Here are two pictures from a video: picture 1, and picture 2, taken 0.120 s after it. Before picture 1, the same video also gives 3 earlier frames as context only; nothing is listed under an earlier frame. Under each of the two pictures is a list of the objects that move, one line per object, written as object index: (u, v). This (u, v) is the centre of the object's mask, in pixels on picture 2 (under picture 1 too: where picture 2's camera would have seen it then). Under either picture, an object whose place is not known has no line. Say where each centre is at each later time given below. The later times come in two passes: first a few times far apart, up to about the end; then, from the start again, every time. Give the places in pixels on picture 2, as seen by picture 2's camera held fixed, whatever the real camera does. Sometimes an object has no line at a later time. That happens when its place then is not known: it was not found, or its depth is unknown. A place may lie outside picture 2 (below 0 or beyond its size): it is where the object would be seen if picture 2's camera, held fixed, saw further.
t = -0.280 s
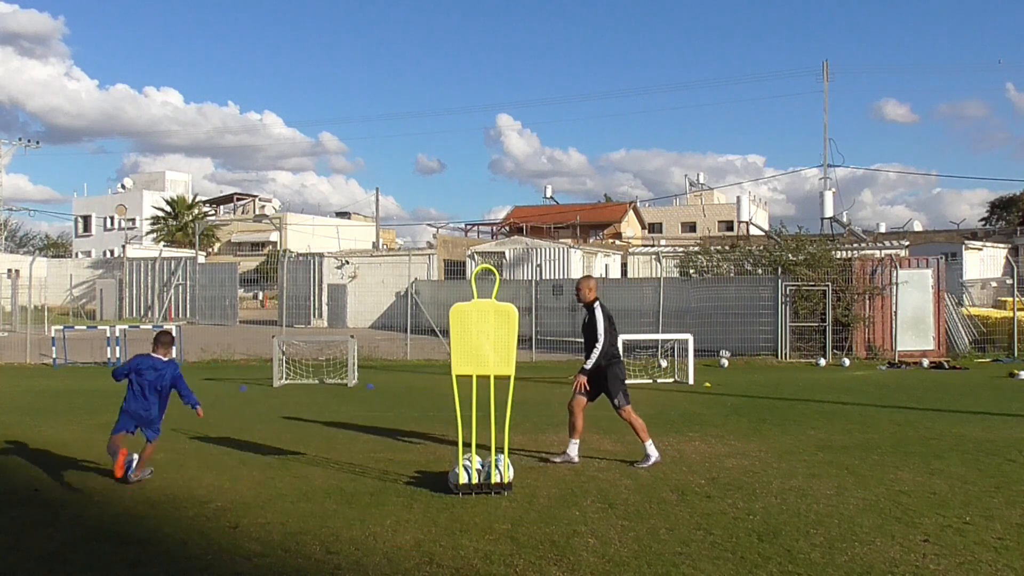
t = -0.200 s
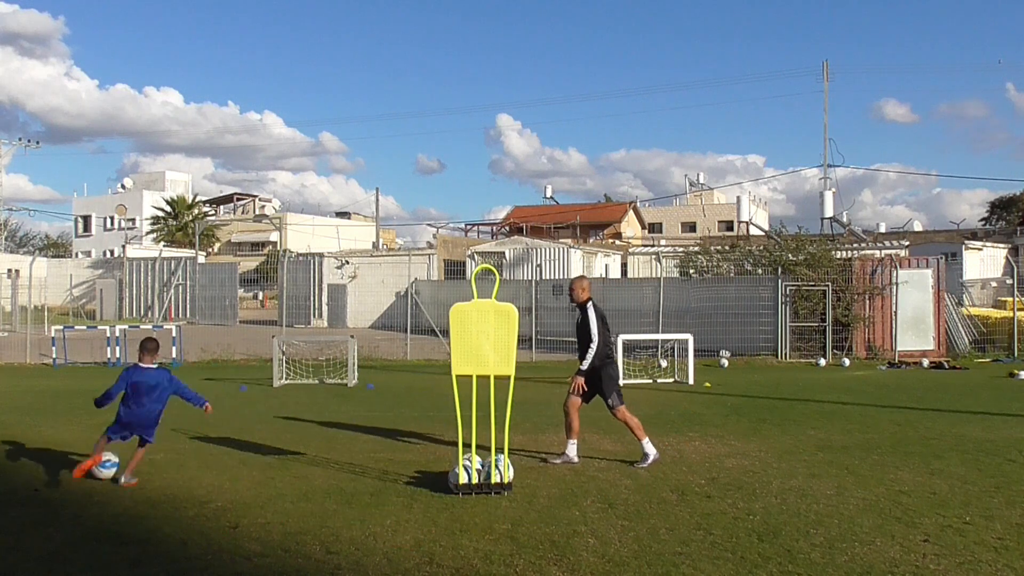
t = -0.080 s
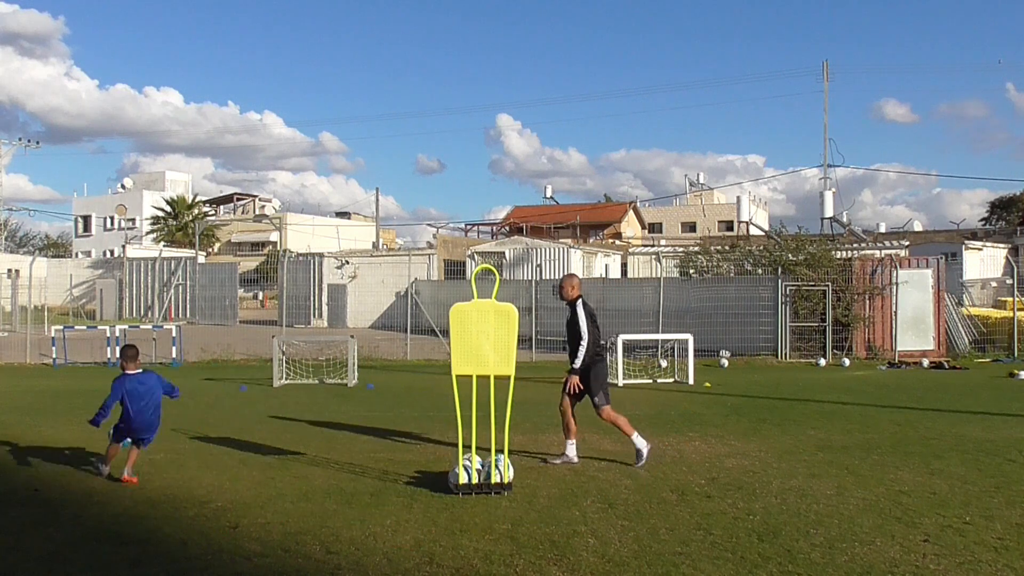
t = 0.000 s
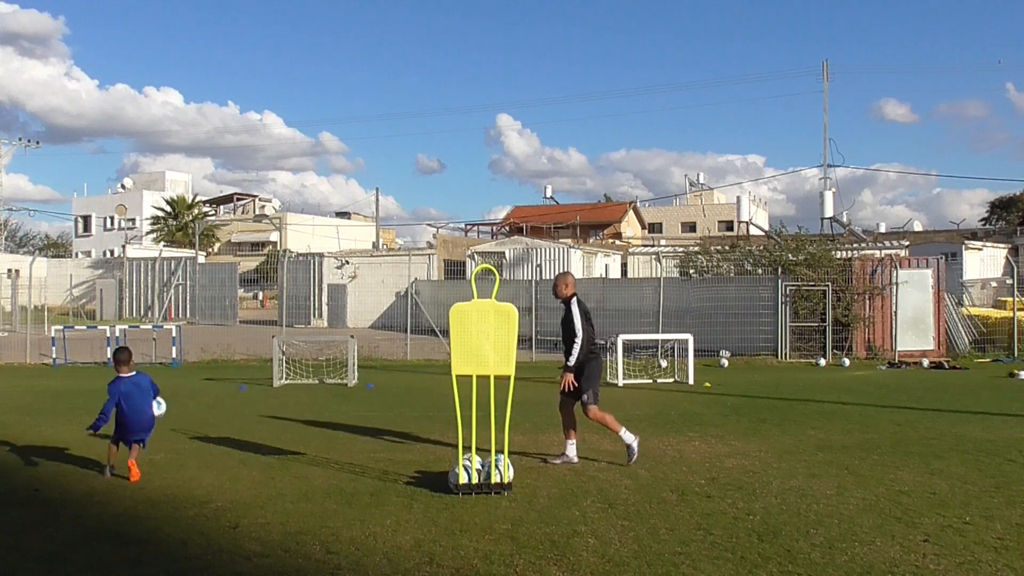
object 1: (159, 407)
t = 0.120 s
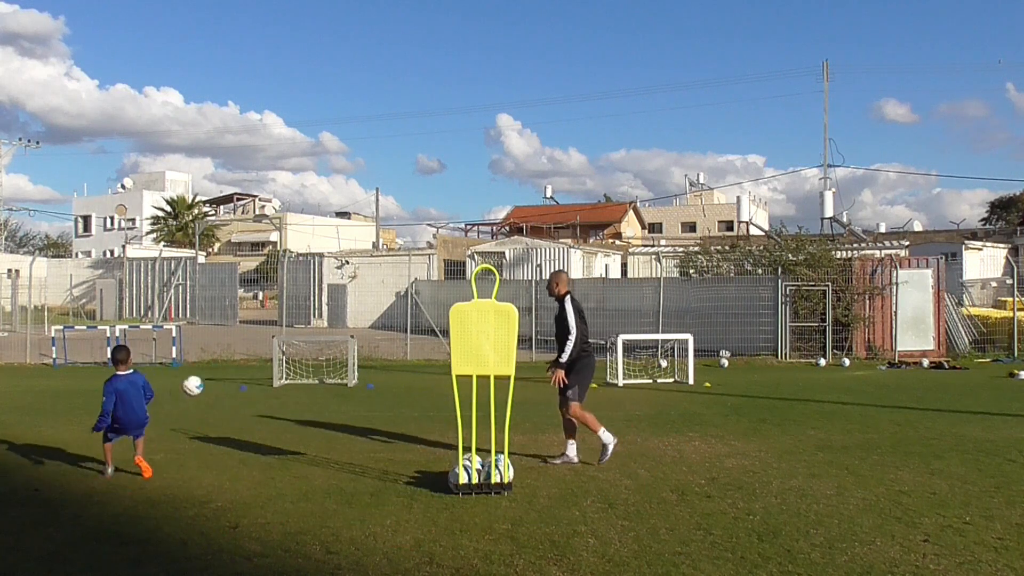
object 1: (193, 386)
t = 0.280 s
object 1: (233, 380)
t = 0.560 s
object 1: (278, 376)
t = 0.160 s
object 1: (204, 382)
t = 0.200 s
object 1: (214, 380)
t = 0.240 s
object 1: (224, 380)
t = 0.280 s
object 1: (233, 380)
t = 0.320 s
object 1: (242, 382)
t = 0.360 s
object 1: (249, 385)
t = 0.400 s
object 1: (257, 389)
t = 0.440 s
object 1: (264, 393)
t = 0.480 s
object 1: (269, 387)
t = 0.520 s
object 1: (273, 381)
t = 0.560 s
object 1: (278, 376)
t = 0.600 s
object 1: (283, 372)
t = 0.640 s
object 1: (287, 369)
